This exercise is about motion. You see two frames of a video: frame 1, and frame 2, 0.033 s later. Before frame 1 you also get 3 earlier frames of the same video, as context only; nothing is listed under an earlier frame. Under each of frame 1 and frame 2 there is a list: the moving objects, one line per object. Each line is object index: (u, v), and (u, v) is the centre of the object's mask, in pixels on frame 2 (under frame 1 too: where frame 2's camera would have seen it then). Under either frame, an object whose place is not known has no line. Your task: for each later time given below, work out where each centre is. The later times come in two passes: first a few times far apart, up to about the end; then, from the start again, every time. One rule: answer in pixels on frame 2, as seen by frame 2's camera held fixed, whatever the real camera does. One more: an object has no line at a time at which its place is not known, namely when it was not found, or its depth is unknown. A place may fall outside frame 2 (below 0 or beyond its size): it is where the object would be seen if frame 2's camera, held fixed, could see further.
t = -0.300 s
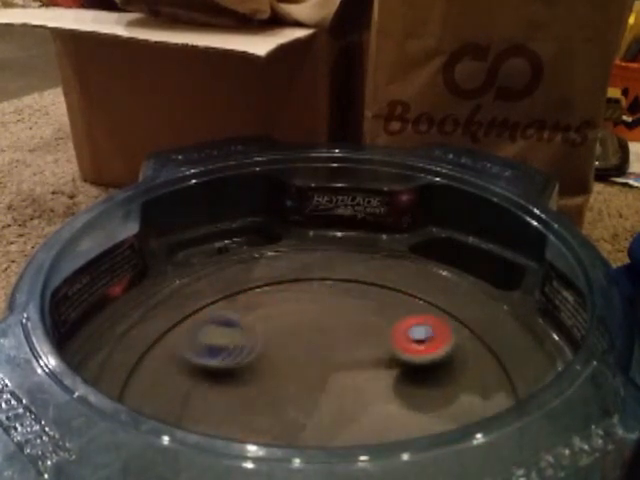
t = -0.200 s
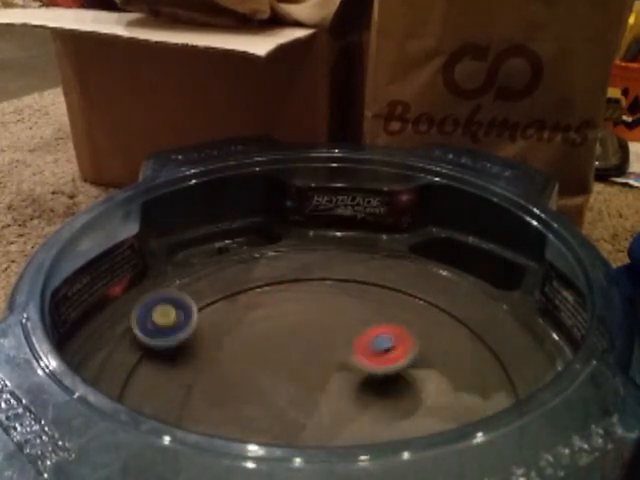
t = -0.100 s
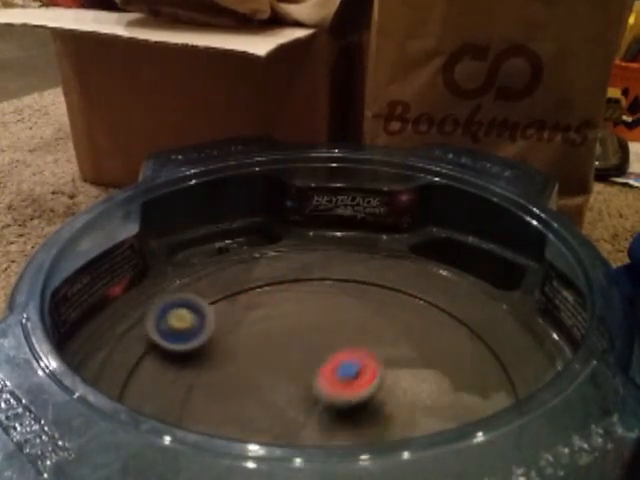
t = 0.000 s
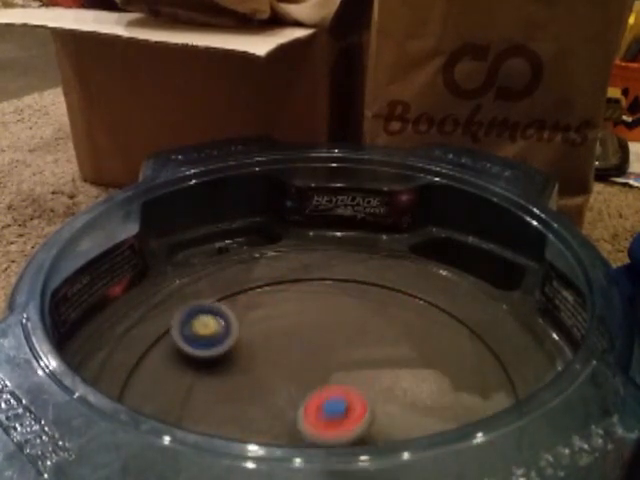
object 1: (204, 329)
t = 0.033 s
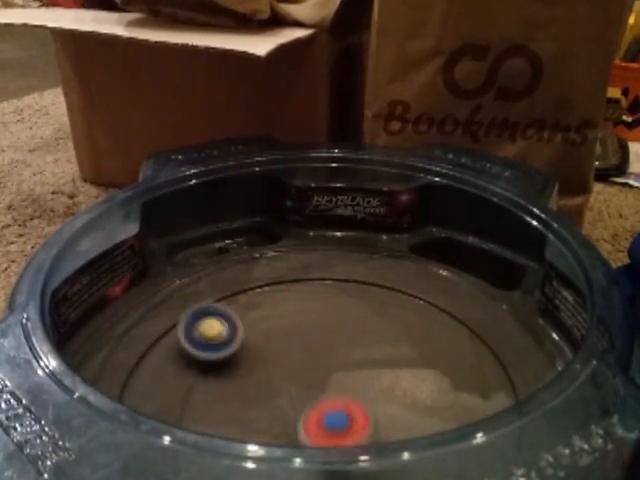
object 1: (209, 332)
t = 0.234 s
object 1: (212, 352)
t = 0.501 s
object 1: (168, 374)
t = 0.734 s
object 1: (155, 395)
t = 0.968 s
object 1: (136, 394)
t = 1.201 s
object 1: (205, 391)
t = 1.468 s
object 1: (337, 425)
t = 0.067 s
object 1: (213, 335)
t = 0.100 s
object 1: (216, 338)
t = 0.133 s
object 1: (218, 341)
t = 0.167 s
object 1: (218, 344)
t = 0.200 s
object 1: (216, 348)
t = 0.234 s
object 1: (212, 352)
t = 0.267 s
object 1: (206, 356)
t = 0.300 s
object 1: (199, 359)
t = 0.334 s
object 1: (193, 361)
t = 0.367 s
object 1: (188, 364)
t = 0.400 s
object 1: (183, 365)
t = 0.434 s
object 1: (178, 368)
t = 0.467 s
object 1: (173, 370)
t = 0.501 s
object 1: (168, 374)
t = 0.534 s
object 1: (164, 378)
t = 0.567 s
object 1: (160, 382)
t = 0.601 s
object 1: (157, 385)
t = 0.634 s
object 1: (156, 388)
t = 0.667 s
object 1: (155, 391)
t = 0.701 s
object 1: (154, 393)
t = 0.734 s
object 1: (155, 395)
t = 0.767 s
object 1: (157, 397)
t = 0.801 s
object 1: (156, 398)
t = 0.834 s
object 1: (152, 400)
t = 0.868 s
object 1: (152, 401)
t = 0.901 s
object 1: (153, 402)
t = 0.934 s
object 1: (146, 398)
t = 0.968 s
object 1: (136, 394)
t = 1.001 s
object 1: (136, 392)
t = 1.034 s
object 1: (140, 389)
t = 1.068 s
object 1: (147, 388)
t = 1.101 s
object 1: (159, 388)
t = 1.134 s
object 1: (172, 390)
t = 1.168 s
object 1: (186, 391)
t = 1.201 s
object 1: (205, 391)
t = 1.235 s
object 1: (220, 394)
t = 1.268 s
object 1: (236, 397)
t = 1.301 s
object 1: (257, 400)
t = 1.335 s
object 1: (276, 404)
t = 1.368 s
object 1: (292, 410)
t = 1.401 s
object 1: (308, 414)
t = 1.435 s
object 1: (323, 420)
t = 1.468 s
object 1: (337, 425)
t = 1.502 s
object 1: (350, 429)
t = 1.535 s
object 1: (361, 433)
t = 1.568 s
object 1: (369, 437)
